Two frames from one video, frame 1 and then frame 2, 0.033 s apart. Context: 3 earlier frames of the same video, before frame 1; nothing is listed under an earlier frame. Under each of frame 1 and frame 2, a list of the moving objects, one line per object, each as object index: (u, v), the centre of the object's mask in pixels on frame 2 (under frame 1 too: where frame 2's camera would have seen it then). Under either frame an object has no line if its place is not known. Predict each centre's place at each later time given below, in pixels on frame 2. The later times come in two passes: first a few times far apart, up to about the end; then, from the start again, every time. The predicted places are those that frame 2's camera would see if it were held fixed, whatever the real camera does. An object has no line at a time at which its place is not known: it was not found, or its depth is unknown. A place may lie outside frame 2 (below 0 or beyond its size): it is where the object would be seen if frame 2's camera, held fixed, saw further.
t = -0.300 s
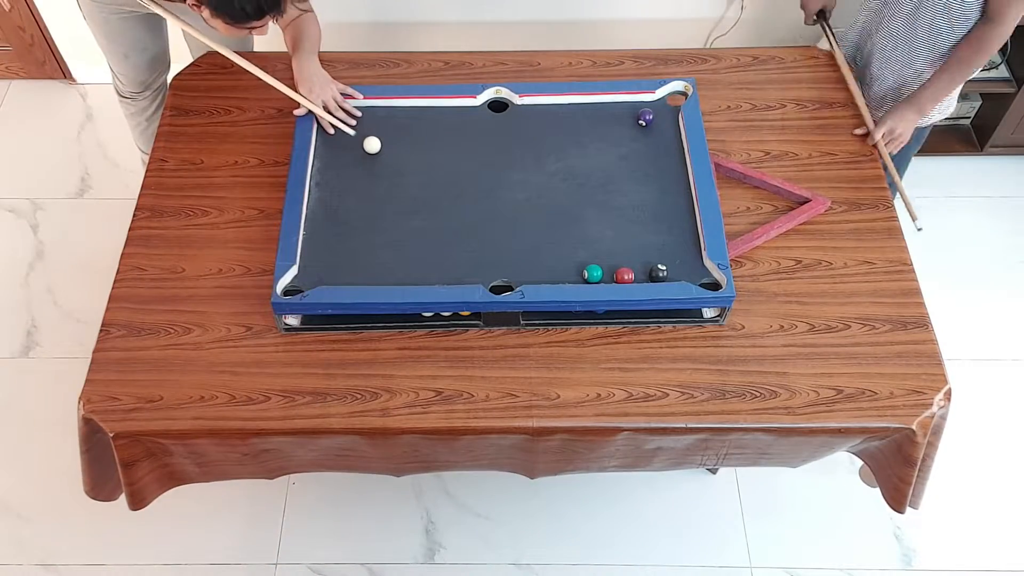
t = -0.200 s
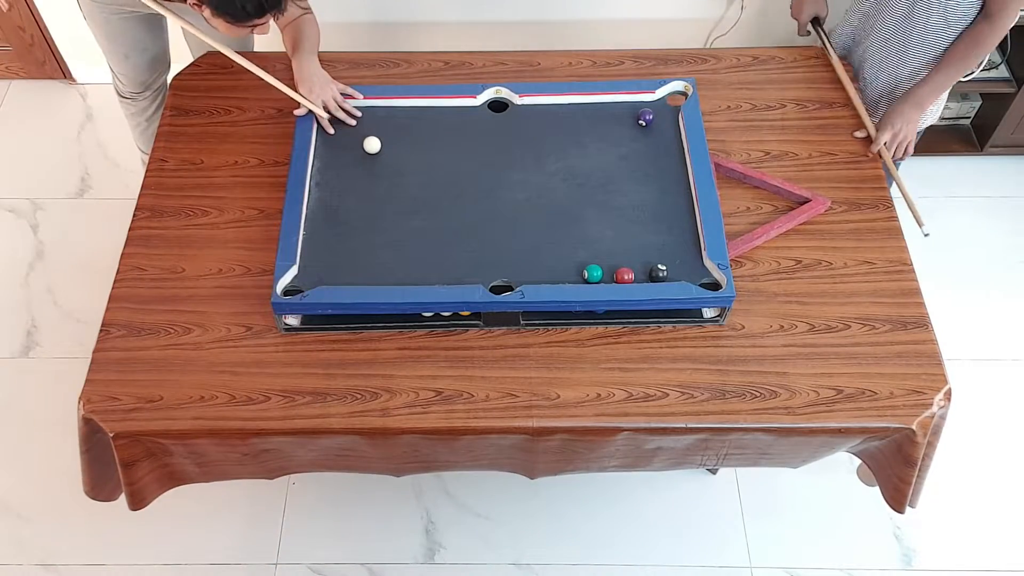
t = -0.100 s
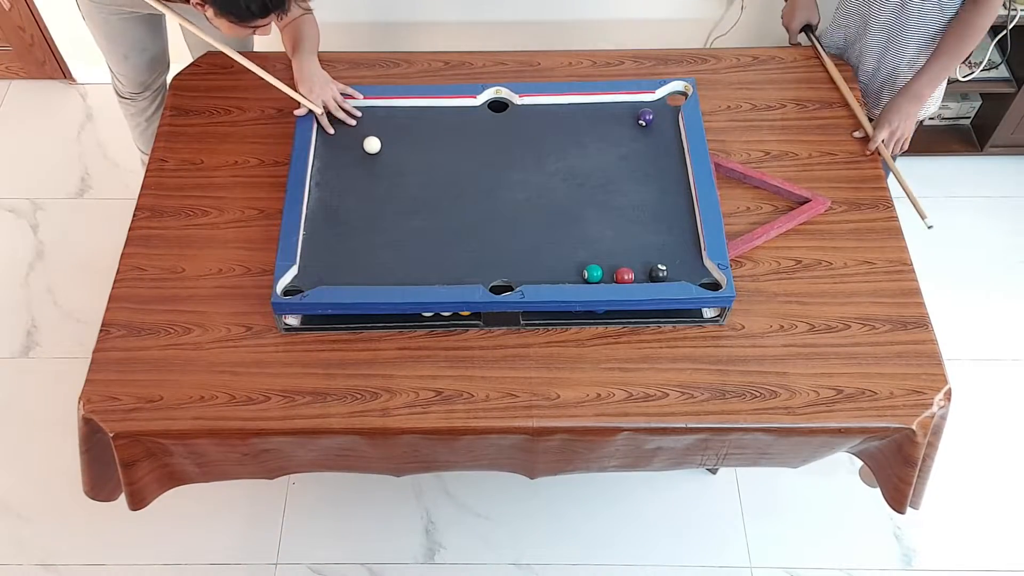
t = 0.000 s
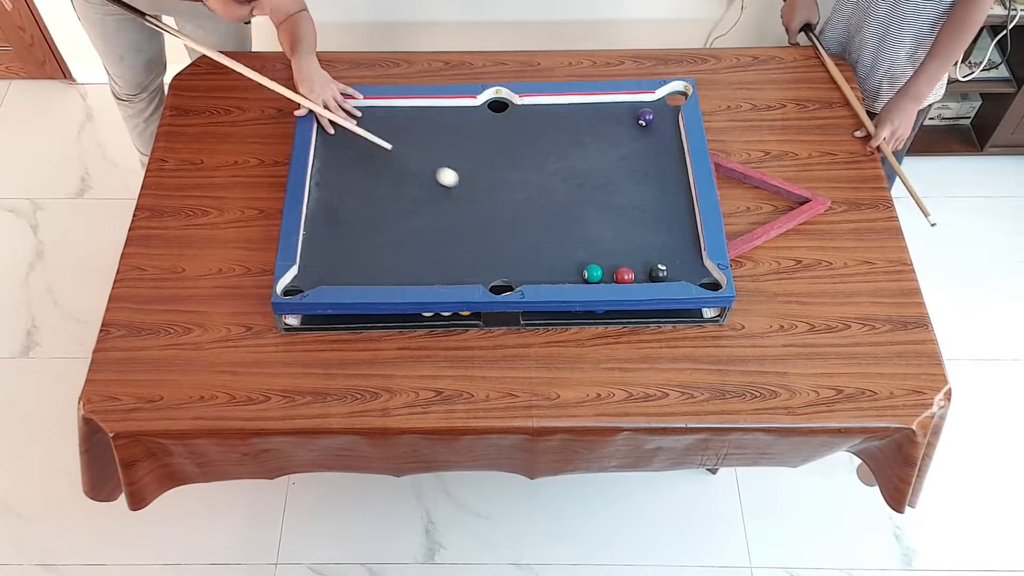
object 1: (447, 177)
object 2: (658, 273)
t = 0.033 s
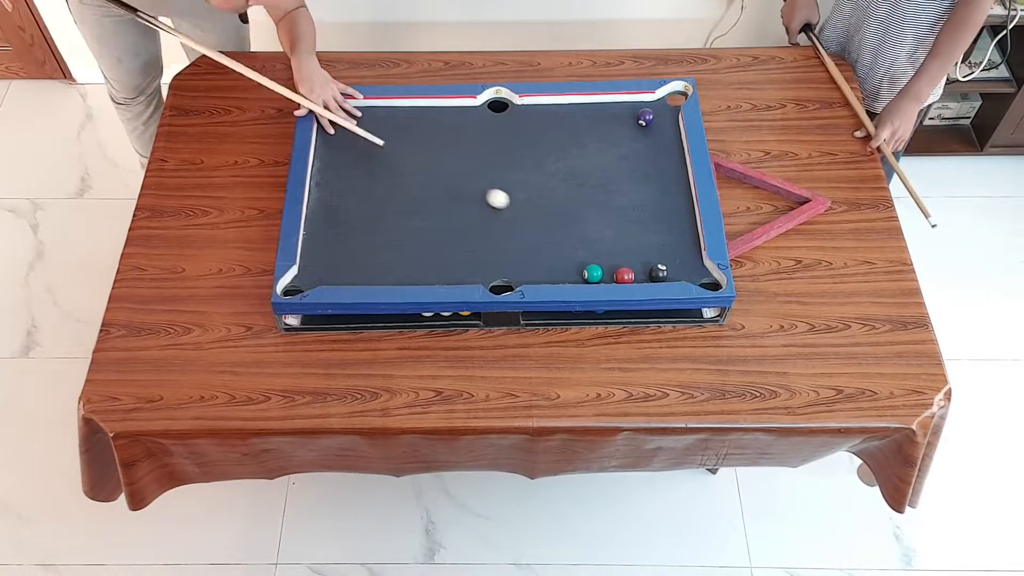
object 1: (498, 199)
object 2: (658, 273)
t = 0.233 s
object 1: (691, 240)
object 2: (695, 265)
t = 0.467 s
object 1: (665, 226)
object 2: (693, 268)
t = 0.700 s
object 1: (665, 227)
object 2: (693, 268)
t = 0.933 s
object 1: (665, 226)
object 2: (693, 268)
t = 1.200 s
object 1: (665, 227)
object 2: (693, 268)
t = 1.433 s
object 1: (665, 226)
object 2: (693, 268)
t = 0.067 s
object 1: (548, 220)
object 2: (658, 273)
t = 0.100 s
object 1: (598, 241)
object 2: (658, 273)
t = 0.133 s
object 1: (647, 260)
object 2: (659, 274)
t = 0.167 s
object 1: (667, 255)
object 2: (674, 273)
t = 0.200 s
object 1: (683, 246)
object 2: (686, 269)
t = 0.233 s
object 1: (691, 240)
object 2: (695, 265)
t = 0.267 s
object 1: (683, 235)
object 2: (697, 265)
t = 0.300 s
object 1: (676, 231)
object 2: (695, 267)
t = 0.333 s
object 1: (671, 229)
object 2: (693, 268)
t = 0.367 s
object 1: (668, 227)
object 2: (693, 268)
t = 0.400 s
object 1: (666, 226)
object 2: (693, 268)
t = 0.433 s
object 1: (666, 226)
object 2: (693, 268)
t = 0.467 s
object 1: (665, 226)
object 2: (693, 268)
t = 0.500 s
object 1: (665, 226)
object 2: (693, 268)
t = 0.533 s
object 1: (665, 226)
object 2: (693, 268)
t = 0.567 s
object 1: (665, 227)
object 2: (693, 268)
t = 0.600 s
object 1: (665, 227)
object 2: (693, 268)
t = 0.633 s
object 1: (665, 226)
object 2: (693, 268)
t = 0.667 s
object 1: (665, 226)
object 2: (693, 268)
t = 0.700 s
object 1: (665, 227)
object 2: (693, 268)
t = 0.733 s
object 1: (665, 226)
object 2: (693, 268)
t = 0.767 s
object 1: (665, 226)
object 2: (693, 268)
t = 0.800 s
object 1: (665, 226)
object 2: (693, 268)
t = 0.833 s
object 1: (665, 226)
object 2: (693, 268)
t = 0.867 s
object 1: (665, 226)
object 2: (693, 268)
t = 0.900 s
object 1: (665, 226)
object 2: (693, 268)
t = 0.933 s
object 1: (665, 226)
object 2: (693, 268)
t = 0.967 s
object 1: (665, 226)
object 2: (693, 268)
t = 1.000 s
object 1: (665, 226)
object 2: (693, 268)
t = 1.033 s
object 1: (665, 226)
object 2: (693, 268)
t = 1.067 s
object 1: (665, 226)
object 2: (693, 268)
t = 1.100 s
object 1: (665, 226)
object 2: (693, 268)
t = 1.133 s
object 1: (665, 226)
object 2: (693, 268)
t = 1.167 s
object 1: (665, 227)
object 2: (693, 268)
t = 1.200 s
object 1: (665, 227)
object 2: (693, 268)
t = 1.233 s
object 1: (665, 226)
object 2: (693, 268)
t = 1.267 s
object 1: (665, 226)
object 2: (693, 268)
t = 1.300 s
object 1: (665, 226)
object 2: (693, 268)
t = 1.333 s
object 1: (665, 227)
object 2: (693, 268)
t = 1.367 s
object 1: (665, 226)
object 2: (693, 268)
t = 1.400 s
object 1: (665, 226)
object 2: (693, 268)
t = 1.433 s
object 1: (665, 226)
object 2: (693, 268)
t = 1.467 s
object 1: (665, 226)
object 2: (693, 268)
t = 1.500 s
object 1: (665, 226)
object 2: (693, 268)
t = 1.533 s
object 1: (665, 226)
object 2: (693, 268)
